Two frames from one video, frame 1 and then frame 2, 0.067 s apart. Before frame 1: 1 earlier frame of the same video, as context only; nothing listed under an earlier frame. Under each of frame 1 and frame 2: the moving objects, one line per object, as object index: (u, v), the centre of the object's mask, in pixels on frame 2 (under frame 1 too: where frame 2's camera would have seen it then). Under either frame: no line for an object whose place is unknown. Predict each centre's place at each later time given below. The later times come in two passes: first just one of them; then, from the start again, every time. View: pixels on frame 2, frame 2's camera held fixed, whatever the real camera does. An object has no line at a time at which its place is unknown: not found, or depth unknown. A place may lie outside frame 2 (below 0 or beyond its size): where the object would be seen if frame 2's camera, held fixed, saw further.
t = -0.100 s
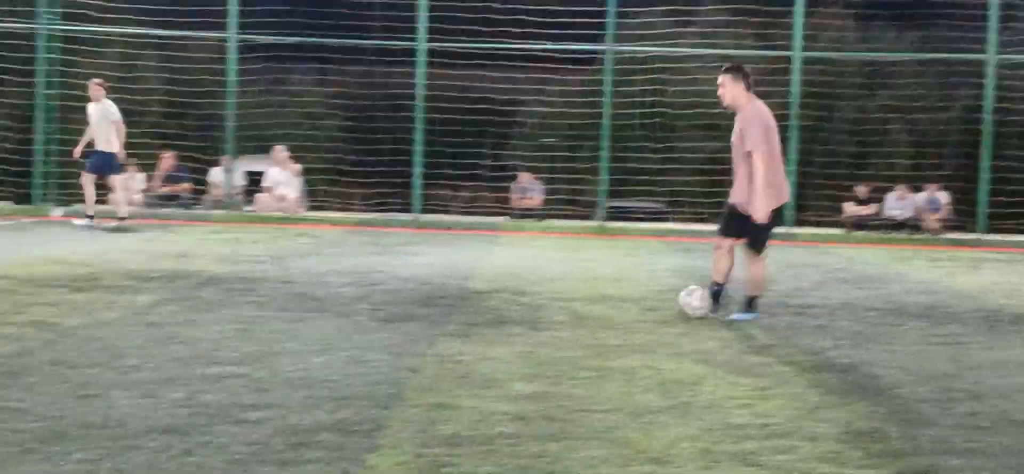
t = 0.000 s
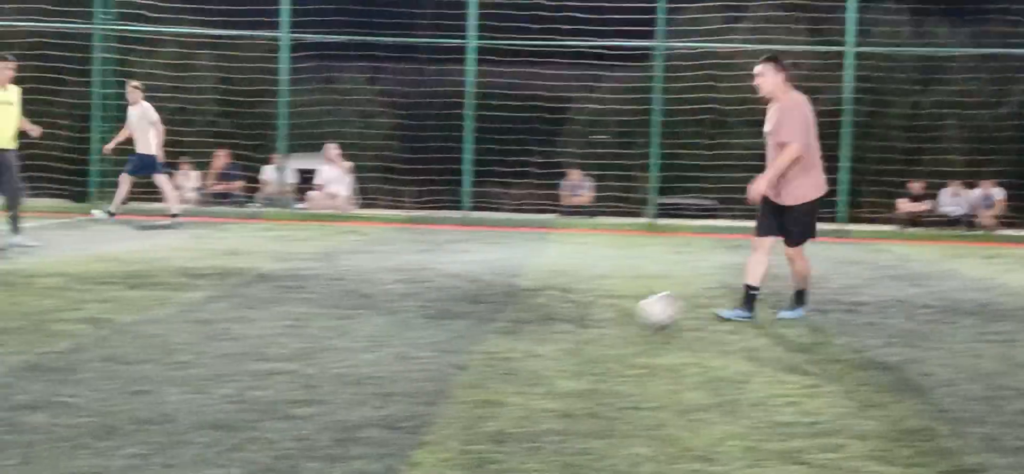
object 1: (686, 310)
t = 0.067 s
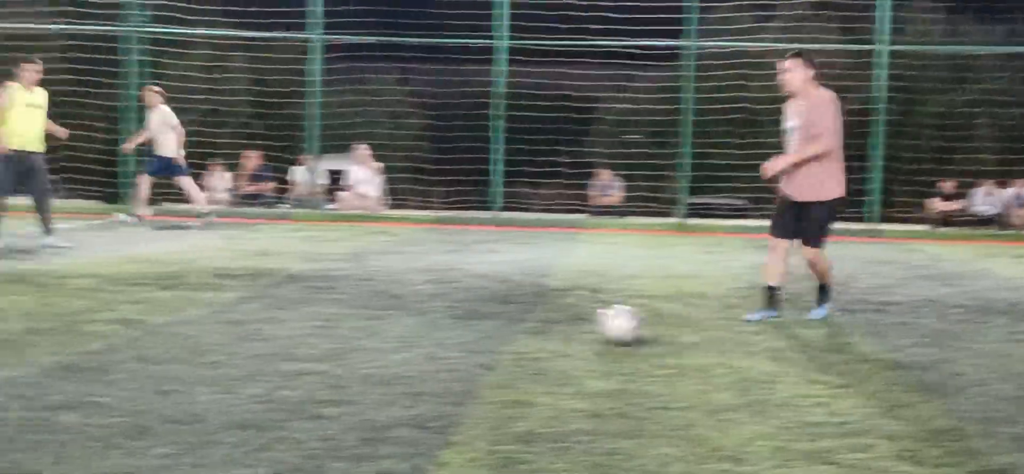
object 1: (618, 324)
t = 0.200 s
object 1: (470, 338)
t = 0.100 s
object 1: (585, 322)
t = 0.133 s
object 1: (551, 324)
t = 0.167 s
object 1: (512, 330)
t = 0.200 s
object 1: (470, 338)
